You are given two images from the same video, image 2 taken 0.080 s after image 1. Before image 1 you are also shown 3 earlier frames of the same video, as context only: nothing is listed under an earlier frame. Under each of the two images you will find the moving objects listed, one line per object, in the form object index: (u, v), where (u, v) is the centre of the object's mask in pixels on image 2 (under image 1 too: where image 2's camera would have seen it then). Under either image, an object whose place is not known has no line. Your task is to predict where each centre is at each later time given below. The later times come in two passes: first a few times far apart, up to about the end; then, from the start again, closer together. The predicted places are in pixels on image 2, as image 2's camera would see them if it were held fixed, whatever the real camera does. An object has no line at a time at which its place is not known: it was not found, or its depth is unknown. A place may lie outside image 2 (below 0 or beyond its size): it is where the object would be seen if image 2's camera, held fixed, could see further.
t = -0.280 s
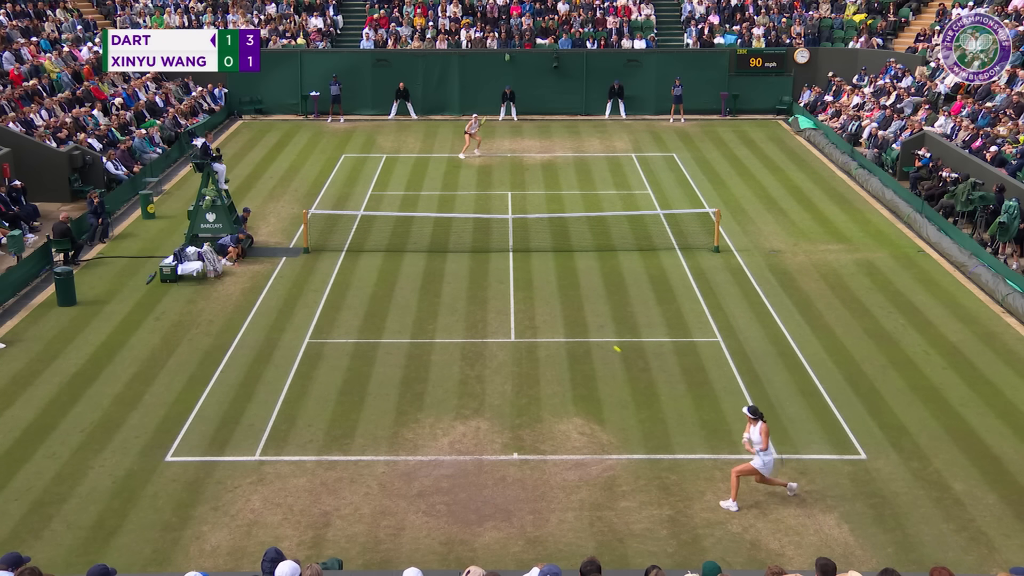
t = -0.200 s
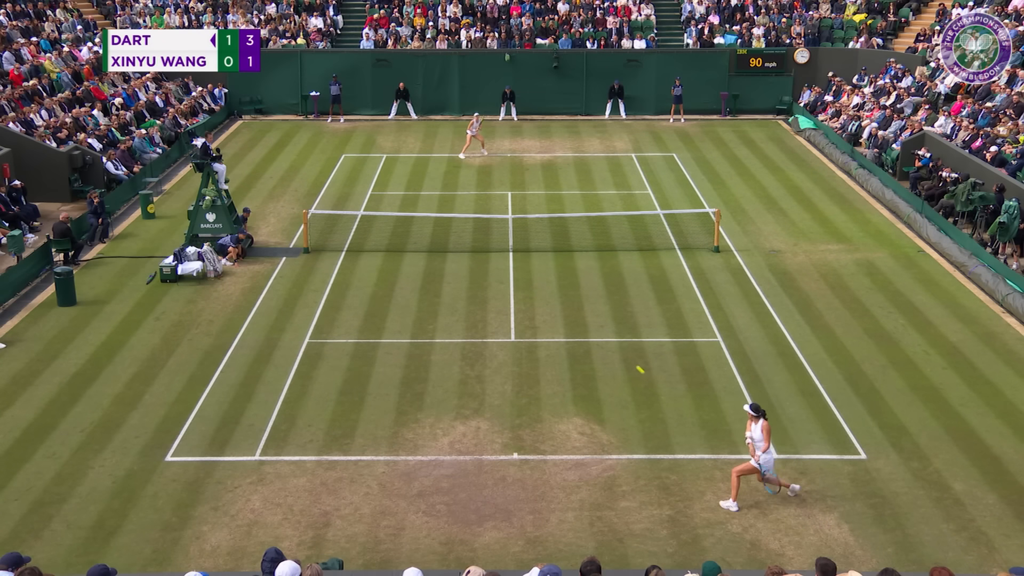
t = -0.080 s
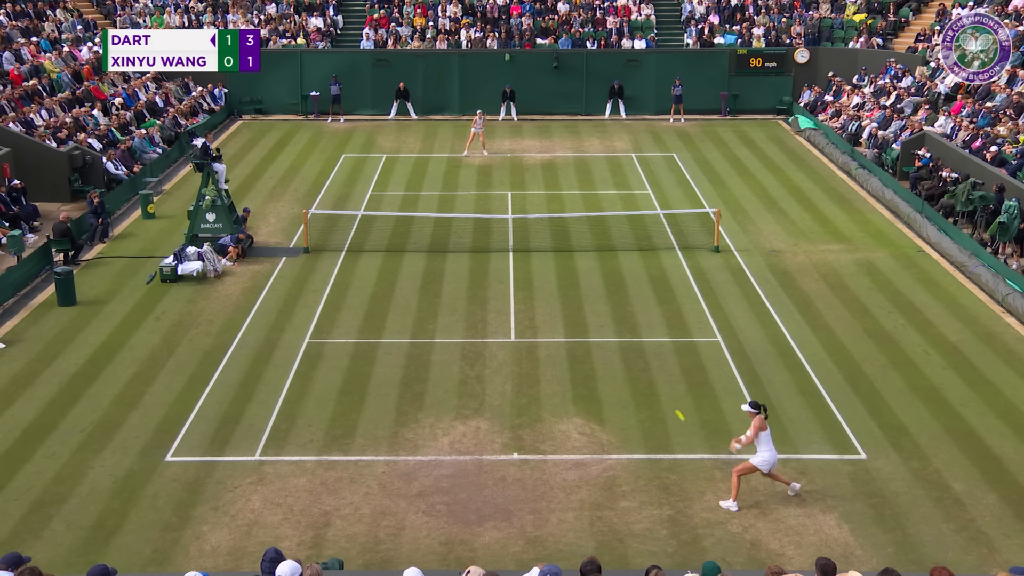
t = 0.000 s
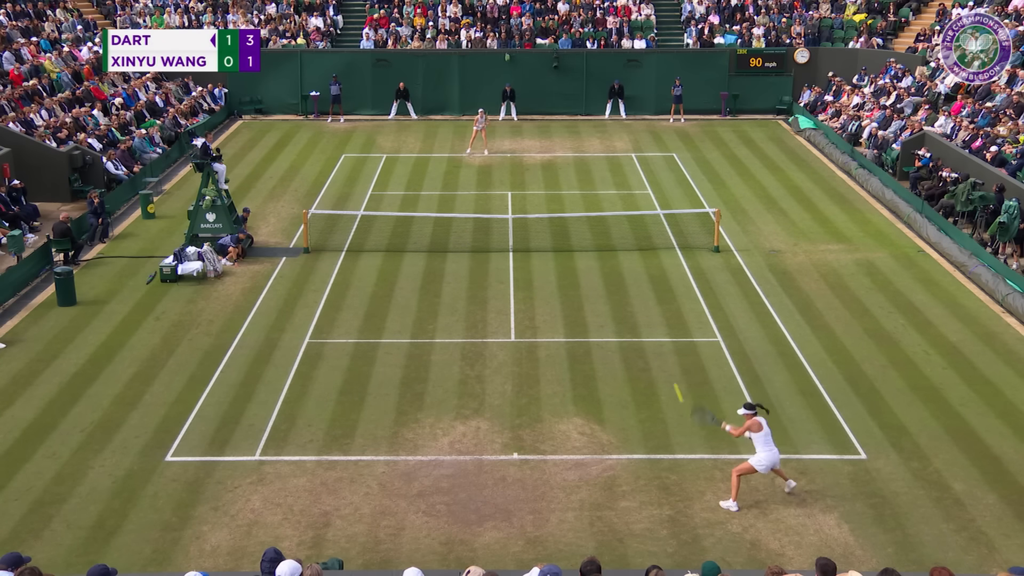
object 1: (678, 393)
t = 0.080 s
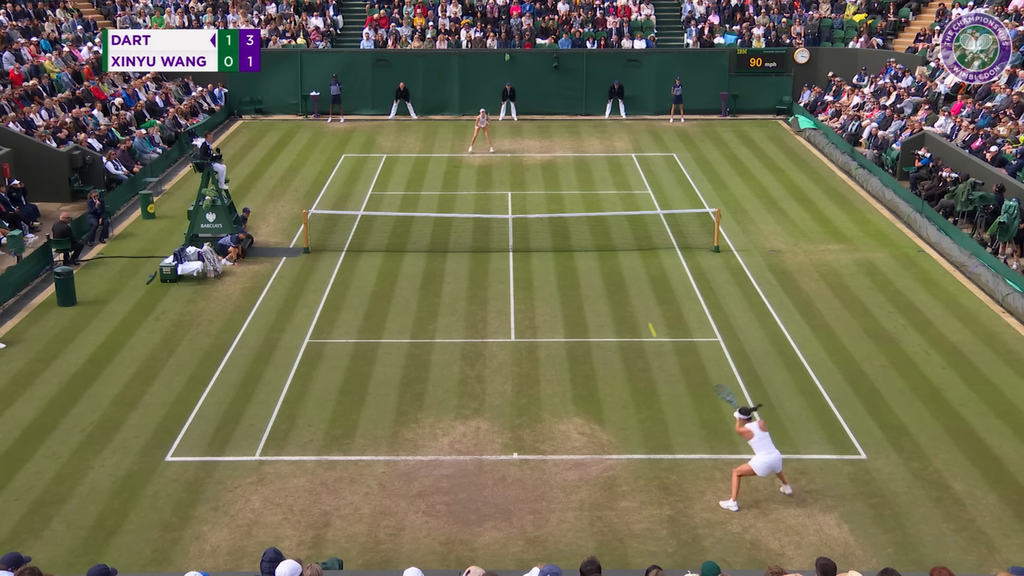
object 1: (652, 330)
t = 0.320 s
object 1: (597, 225)
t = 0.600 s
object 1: (557, 182)
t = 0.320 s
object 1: (597, 225)
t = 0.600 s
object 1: (557, 182)
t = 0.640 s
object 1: (553, 180)
